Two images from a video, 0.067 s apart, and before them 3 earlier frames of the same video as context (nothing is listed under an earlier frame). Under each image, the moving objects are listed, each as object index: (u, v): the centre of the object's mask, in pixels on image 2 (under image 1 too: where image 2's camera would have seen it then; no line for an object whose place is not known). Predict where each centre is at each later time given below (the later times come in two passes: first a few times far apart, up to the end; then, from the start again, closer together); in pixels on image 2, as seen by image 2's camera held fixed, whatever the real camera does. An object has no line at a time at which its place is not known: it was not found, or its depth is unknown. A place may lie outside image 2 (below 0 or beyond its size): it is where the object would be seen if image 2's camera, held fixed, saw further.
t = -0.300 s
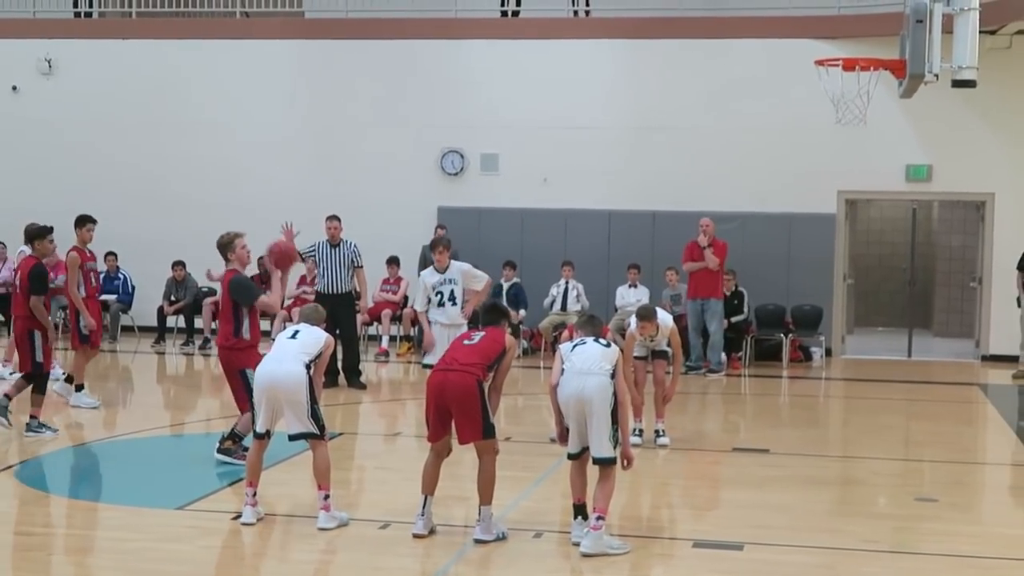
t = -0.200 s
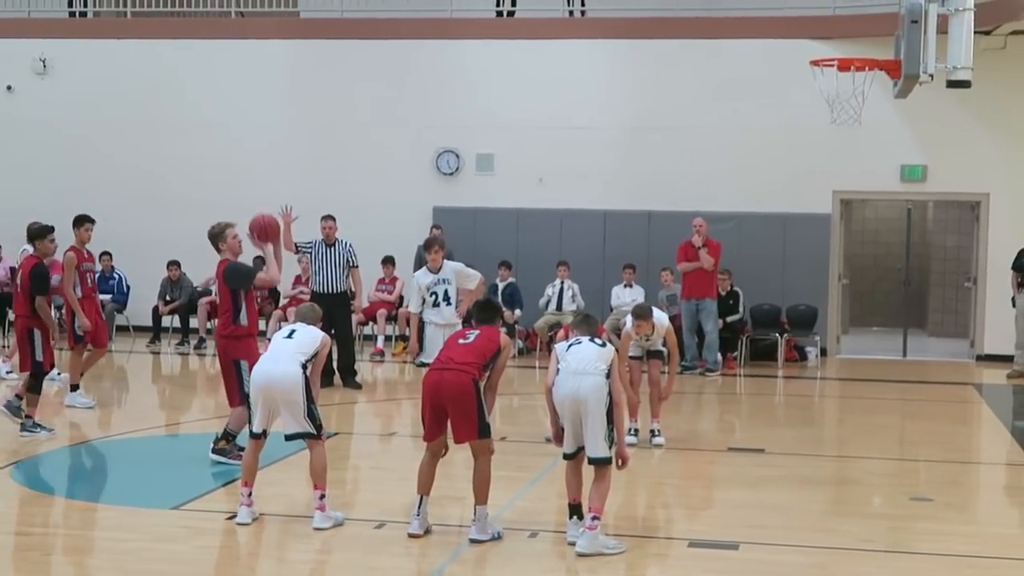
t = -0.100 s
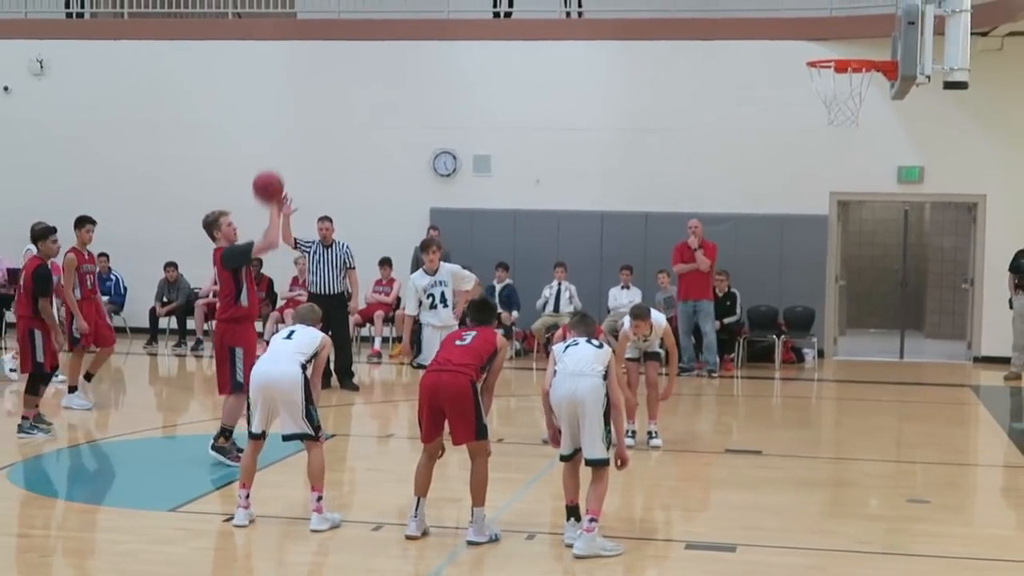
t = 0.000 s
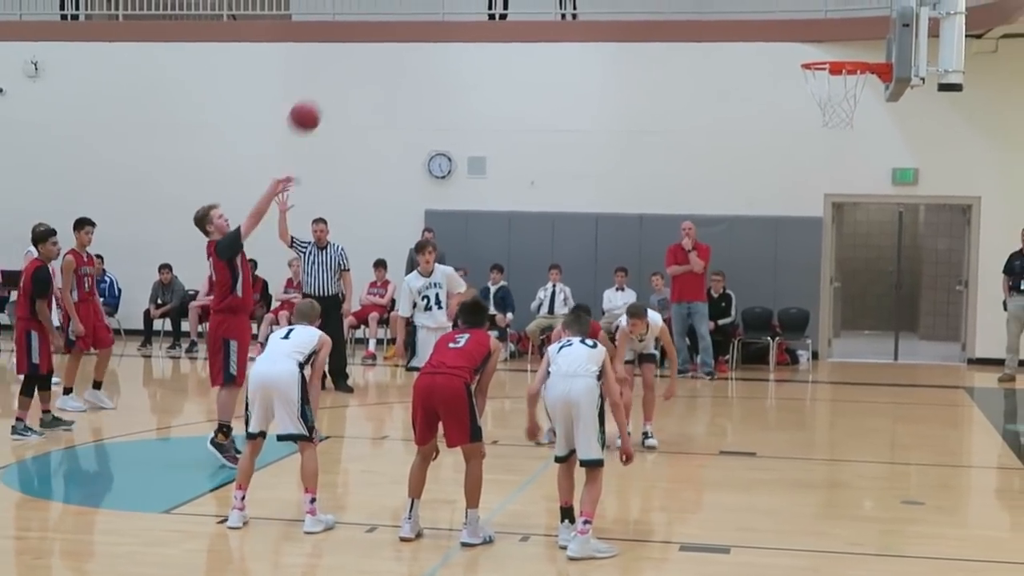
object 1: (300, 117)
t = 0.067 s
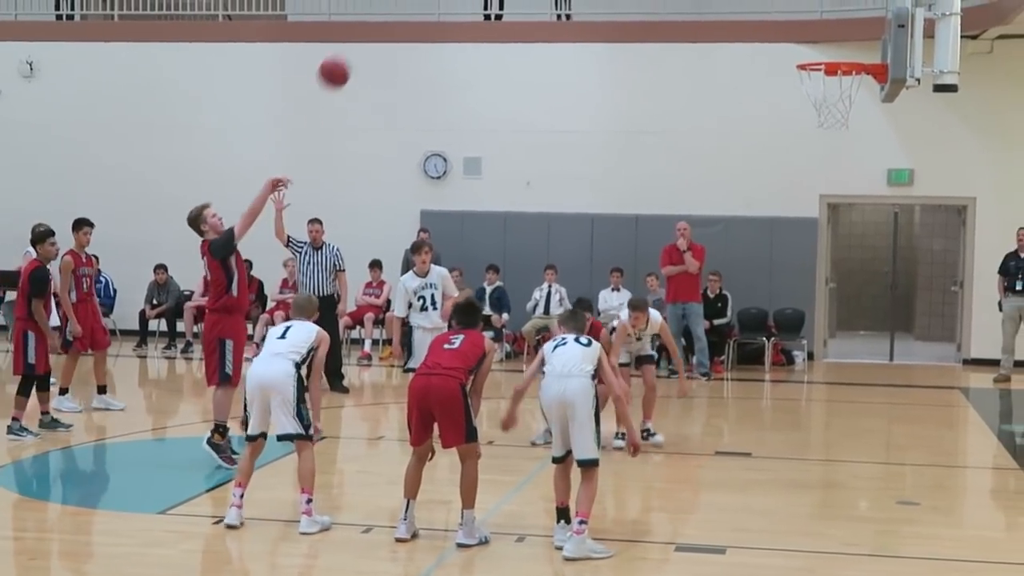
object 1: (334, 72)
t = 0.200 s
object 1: (403, 7)
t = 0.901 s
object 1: (774, -6)
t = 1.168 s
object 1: (839, 48)
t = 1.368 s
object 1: (843, 53)
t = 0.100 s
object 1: (351, 53)
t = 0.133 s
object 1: (369, 35)
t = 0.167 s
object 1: (385, 17)
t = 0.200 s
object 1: (403, 7)
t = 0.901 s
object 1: (774, -6)
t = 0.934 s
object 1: (793, 1)
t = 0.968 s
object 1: (812, 17)
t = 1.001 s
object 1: (831, 37)
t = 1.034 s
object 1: (848, 52)
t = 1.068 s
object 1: (833, 53)
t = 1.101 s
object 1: (816, 58)
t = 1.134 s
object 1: (828, 50)
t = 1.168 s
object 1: (839, 48)
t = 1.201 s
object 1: (850, 47)
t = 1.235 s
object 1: (861, 46)
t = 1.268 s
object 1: (870, 46)
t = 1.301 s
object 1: (861, 48)
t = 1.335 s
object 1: (852, 50)
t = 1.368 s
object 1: (843, 53)
